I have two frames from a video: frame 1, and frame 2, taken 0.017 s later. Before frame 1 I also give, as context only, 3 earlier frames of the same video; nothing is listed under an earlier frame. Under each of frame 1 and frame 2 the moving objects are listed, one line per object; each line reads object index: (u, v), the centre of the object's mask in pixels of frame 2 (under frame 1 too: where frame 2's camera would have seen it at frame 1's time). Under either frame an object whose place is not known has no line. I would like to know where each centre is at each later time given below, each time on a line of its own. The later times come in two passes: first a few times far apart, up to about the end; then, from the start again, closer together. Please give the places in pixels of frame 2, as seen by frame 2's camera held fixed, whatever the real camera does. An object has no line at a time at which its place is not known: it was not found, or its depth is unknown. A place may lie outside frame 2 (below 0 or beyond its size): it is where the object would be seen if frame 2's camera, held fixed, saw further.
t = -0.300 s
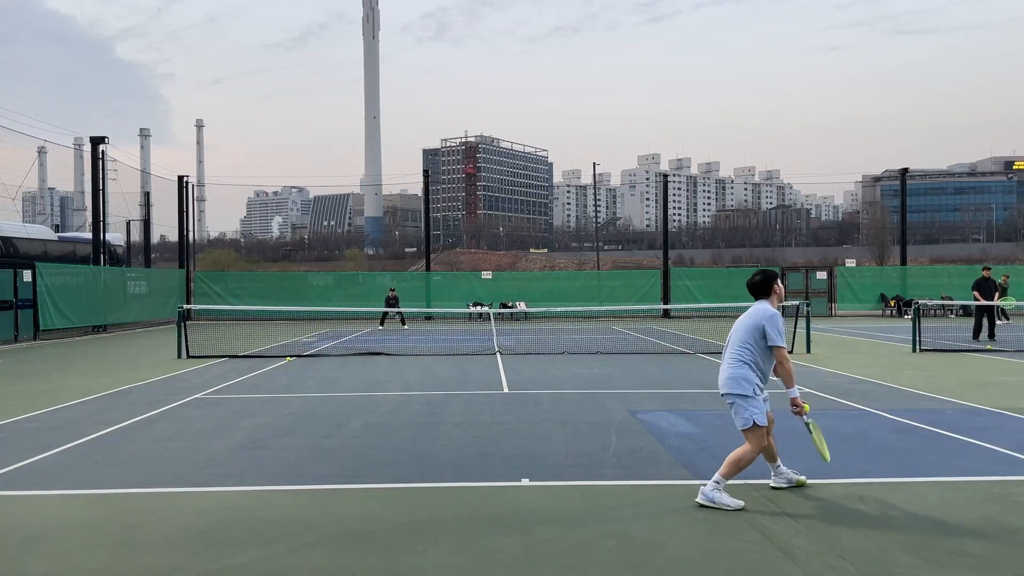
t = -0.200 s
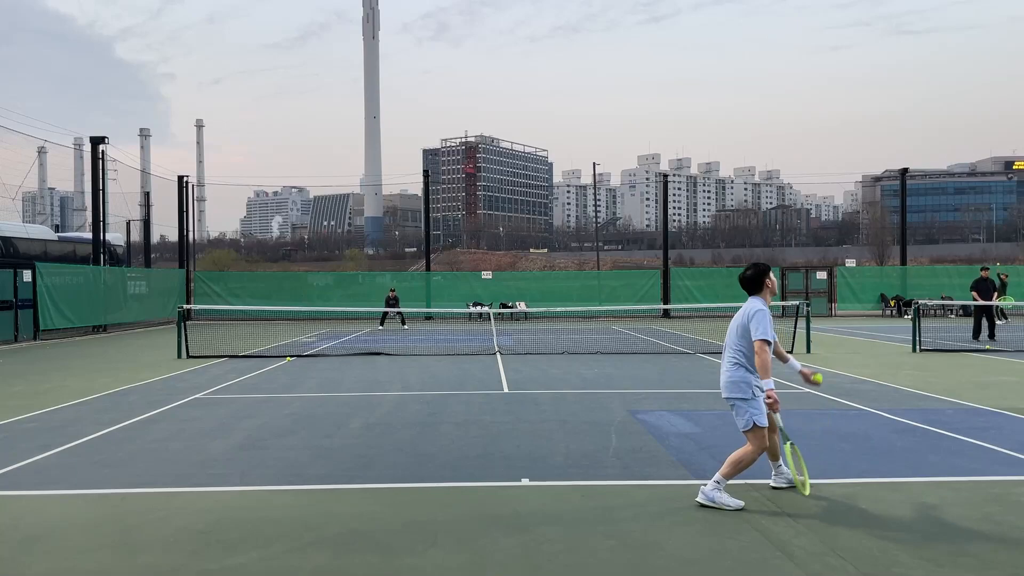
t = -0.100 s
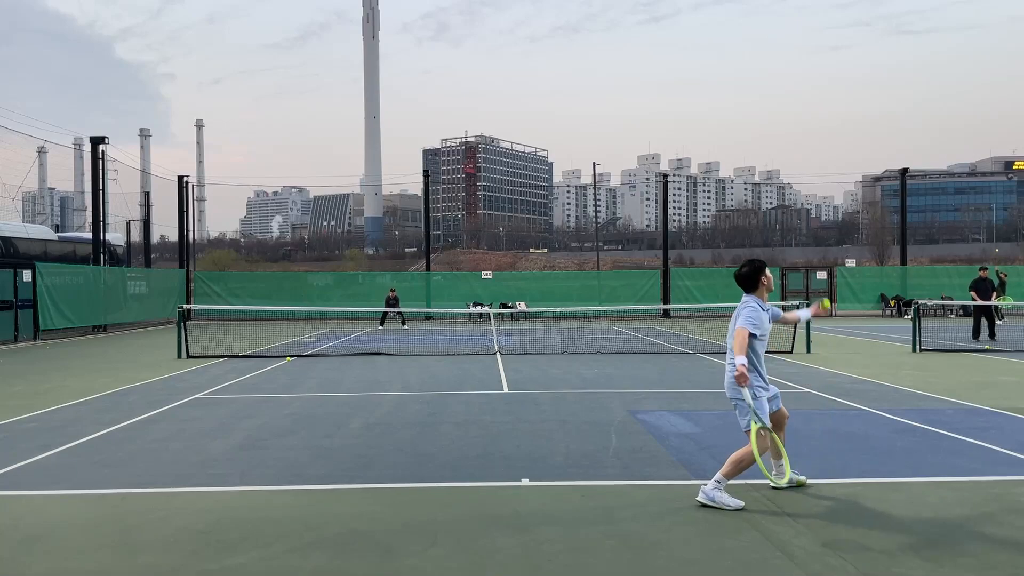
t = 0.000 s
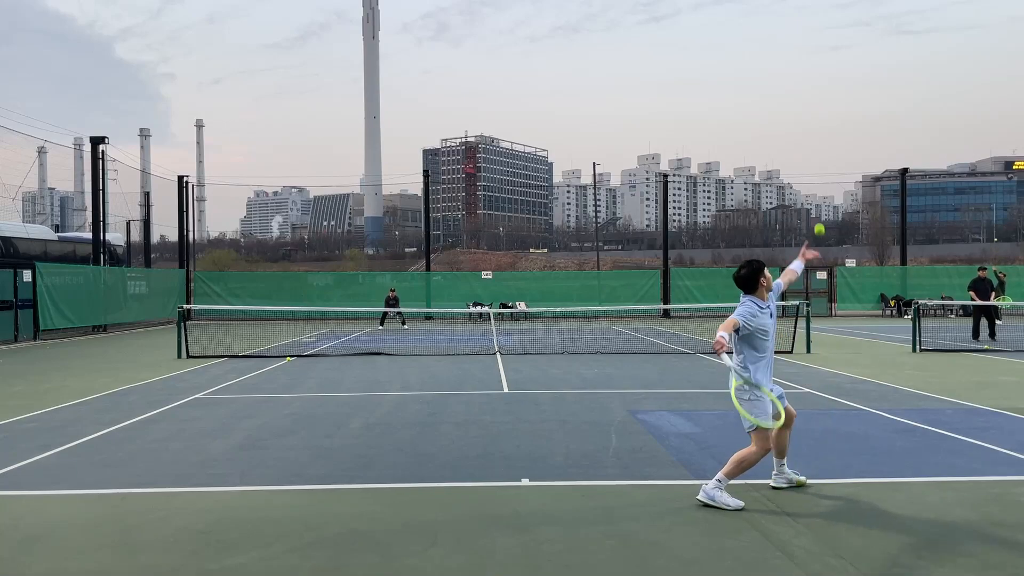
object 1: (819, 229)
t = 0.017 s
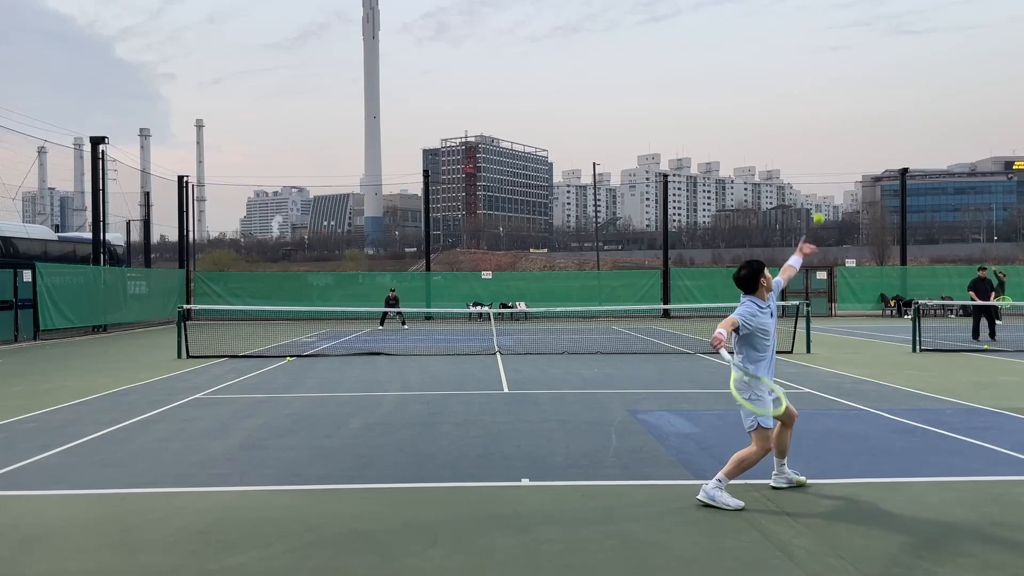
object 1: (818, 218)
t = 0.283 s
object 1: (805, 99)
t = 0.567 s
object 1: (791, 80)
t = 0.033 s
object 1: (817, 208)
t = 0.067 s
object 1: (815, 188)
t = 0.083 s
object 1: (815, 179)
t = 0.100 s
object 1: (814, 170)
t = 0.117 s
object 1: (813, 162)
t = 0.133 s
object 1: (812, 154)
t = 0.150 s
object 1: (811, 146)
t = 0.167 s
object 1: (810, 139)
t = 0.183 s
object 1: (810, 132)
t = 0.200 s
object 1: (809, 125)
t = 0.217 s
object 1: (808, 120)
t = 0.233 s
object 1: (807, 114)
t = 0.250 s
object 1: (806, 109)
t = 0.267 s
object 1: (805, 104)
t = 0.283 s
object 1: (805, 99)
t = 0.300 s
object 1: (804, 95)
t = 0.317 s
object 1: (803, 91)
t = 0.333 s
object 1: (802, 88)
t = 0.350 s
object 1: (802, 85)
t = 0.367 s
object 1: (801, 83)
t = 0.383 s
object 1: (800, 80)
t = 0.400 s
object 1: (799, 79)
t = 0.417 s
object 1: (798, 77)
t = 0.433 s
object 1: (798, 76)
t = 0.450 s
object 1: (797, 75)
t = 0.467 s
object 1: (796, 75)
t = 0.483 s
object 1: (795, 75)
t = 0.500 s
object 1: (794, 75)
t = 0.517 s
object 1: (794, 76)
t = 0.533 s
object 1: (793, 77)
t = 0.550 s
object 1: (792, 78)
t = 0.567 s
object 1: (791, 80)
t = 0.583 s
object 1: (791, 82)
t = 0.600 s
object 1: (790, 85)
